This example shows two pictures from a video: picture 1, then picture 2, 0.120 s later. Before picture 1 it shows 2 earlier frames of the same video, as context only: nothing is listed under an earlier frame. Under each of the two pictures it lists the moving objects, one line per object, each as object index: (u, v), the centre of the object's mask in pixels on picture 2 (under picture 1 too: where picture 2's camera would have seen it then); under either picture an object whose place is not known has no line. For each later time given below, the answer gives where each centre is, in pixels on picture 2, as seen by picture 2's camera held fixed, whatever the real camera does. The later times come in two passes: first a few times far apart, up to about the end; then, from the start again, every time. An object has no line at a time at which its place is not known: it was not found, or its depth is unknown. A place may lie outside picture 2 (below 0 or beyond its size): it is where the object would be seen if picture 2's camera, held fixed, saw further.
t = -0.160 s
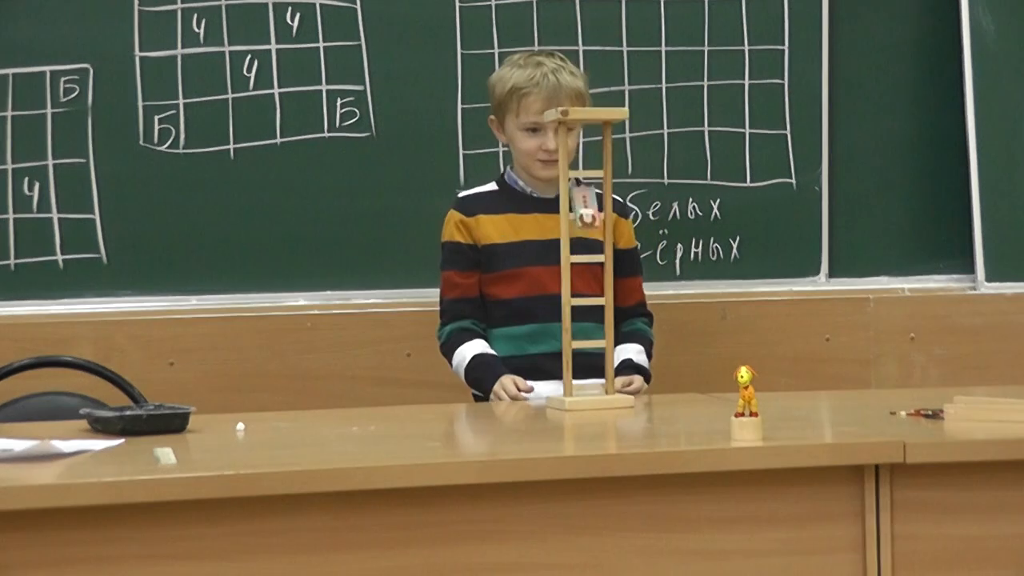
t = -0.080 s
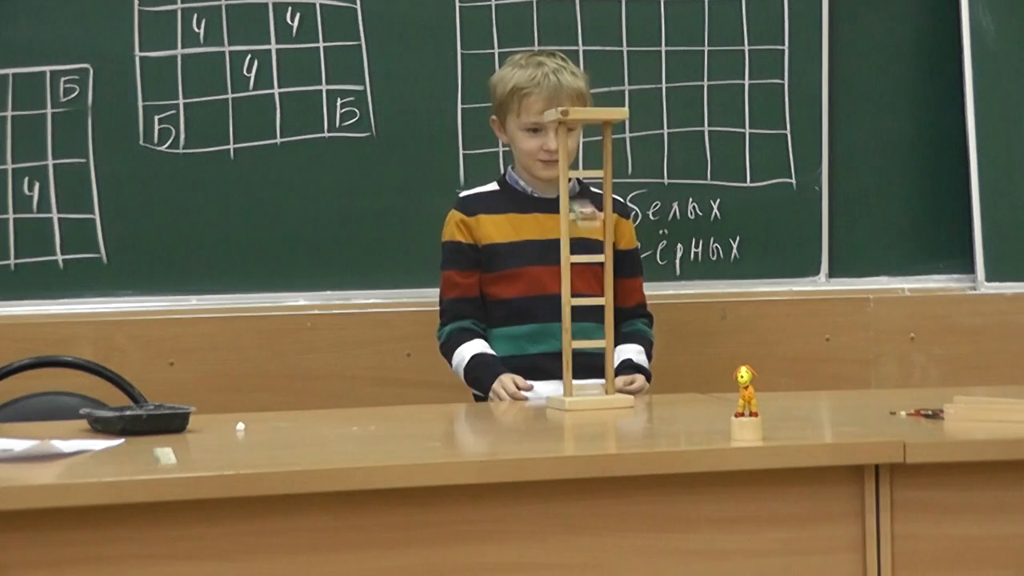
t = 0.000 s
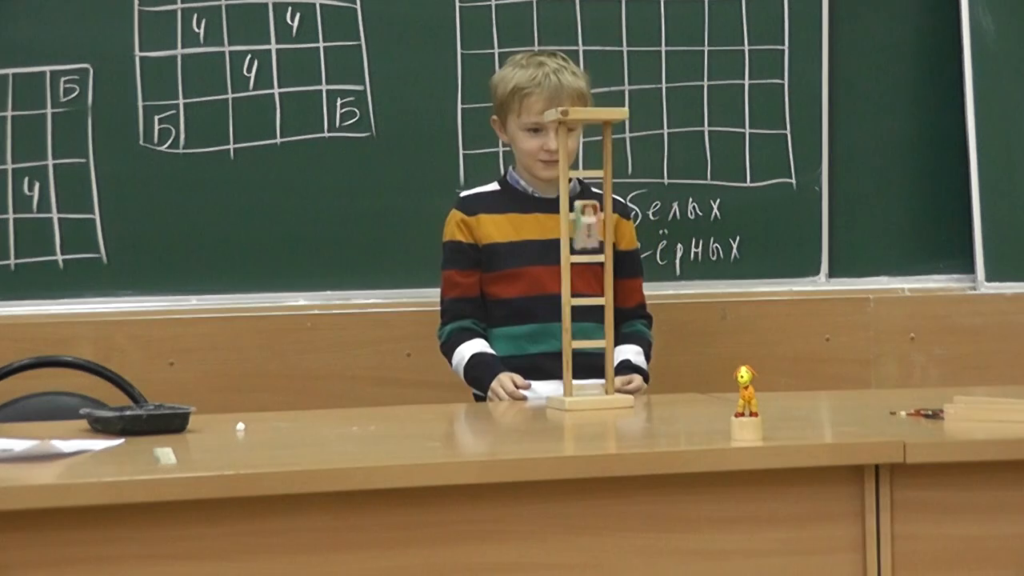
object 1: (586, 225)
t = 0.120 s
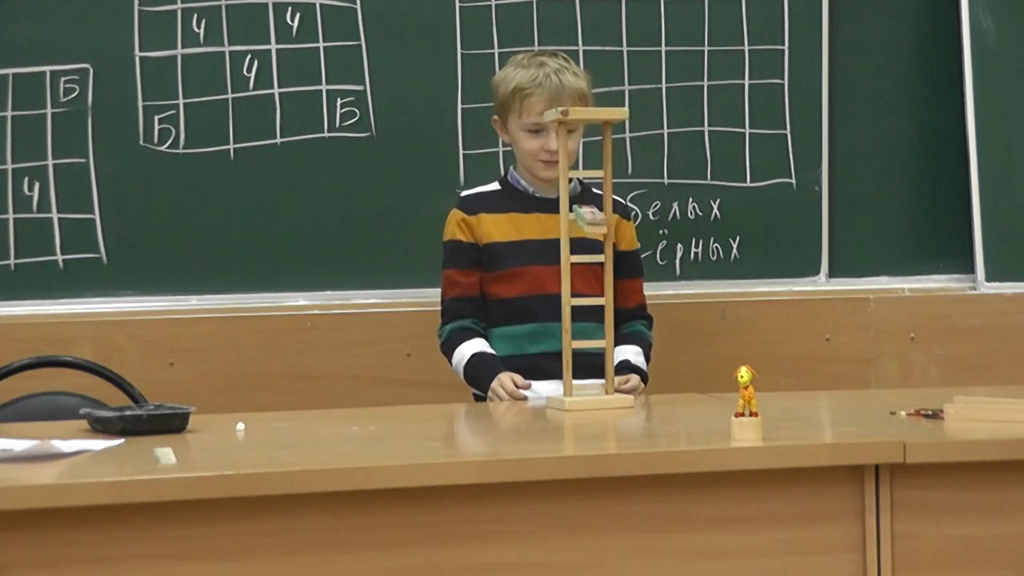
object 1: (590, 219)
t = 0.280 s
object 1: (587, 230)
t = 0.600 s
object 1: (584, 251)
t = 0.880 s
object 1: (589, 263)
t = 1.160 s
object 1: (585, 279)
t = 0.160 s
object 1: (590, 221)
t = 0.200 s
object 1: (589, 224)
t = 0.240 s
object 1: (587, 228)
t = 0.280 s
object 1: (587, 230)
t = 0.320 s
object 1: (587, 231)
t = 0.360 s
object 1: (588, 233)
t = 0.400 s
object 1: (588, 236)
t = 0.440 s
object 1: (587, 243)
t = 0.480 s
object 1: (588, 247)
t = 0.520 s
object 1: (587, 247)
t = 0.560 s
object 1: (585, 250)
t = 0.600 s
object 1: (584, 251)
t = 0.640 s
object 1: (584, 252)
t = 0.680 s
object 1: (584, 254)
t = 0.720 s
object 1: (585, 258)
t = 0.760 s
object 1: (585, 263)
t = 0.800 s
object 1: (586, 268)
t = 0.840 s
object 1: (588, 265)
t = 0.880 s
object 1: (589, 263)
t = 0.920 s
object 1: (589, 264)
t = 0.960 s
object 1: (587, 266)
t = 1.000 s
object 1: (586, 268)
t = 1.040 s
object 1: (586, 271)
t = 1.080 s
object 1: (586, 274)
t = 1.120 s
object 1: (586, 276)
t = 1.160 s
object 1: (585, 279)
